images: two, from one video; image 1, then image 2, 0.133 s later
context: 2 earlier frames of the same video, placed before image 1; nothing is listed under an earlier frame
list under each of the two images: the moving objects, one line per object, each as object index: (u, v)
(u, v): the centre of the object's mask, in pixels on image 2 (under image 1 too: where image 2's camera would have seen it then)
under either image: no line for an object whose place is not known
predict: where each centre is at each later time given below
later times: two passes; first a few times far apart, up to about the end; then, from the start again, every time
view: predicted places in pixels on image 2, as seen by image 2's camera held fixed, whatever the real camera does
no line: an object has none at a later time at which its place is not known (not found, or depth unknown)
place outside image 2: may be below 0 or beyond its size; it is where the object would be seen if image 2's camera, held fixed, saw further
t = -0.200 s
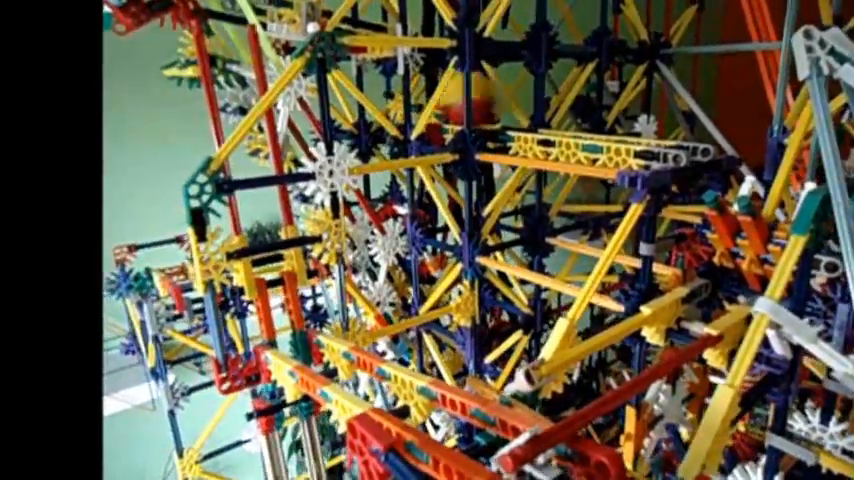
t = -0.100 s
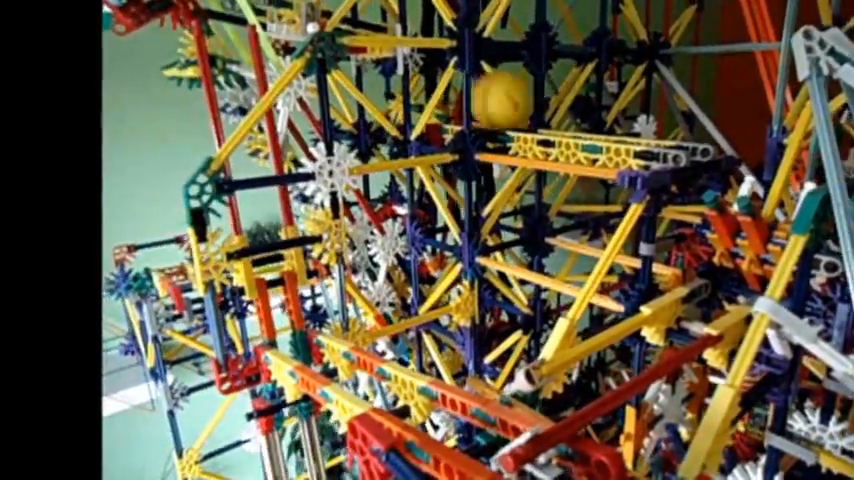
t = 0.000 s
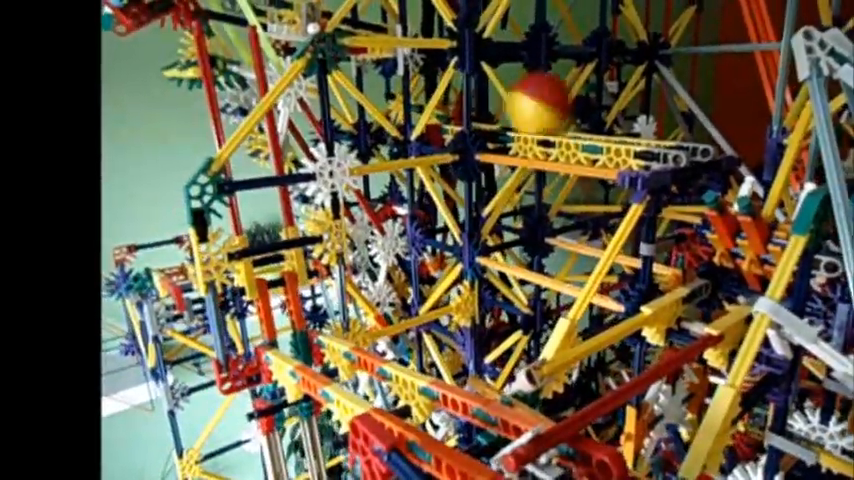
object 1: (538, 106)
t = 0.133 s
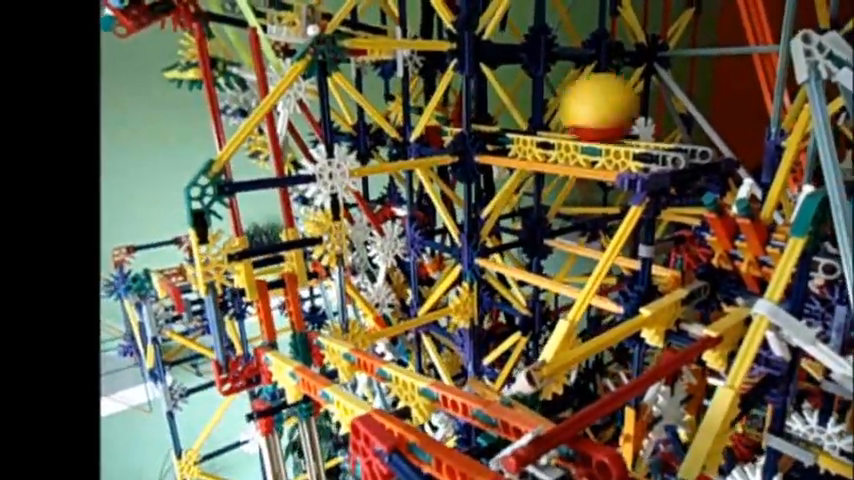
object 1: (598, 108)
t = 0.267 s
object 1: (677, 112)
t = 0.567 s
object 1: (765, 191)
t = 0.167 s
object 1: (618, 108)
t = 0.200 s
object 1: (637, 110)
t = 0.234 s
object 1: (657, 112)
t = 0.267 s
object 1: (677, 112)
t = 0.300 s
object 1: (701, 114)
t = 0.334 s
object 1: (722, 128)
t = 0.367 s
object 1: (744, 153)
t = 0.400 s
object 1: (770, 172)
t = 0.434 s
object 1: (779, 172)
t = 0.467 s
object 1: (775, 176)
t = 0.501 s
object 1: (771, 181)
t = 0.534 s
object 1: (769, 185)
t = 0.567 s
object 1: (765, 191)
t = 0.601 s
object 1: (760, 202)
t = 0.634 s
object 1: (750, 225)
